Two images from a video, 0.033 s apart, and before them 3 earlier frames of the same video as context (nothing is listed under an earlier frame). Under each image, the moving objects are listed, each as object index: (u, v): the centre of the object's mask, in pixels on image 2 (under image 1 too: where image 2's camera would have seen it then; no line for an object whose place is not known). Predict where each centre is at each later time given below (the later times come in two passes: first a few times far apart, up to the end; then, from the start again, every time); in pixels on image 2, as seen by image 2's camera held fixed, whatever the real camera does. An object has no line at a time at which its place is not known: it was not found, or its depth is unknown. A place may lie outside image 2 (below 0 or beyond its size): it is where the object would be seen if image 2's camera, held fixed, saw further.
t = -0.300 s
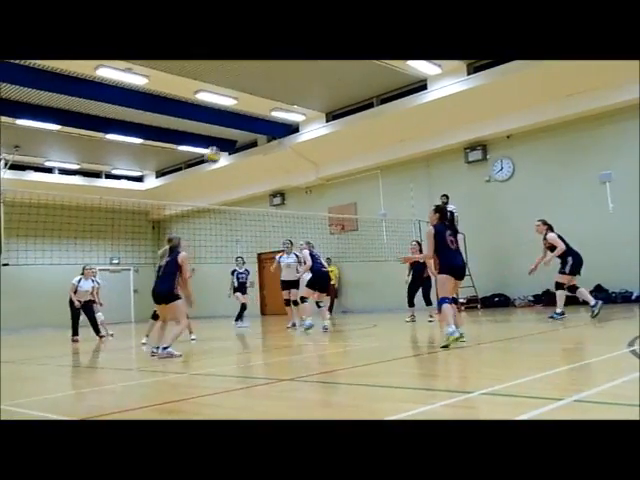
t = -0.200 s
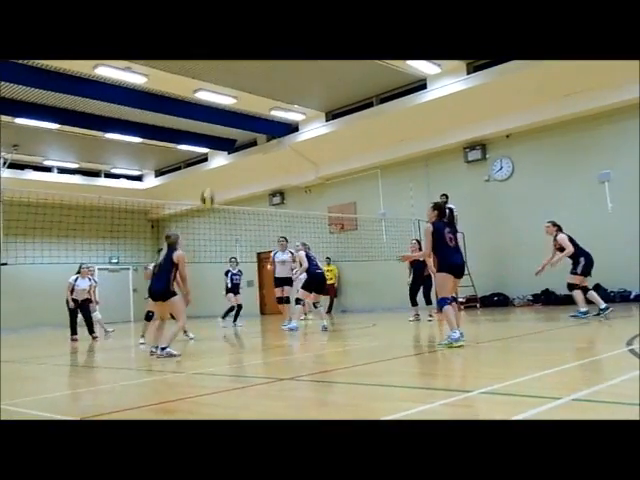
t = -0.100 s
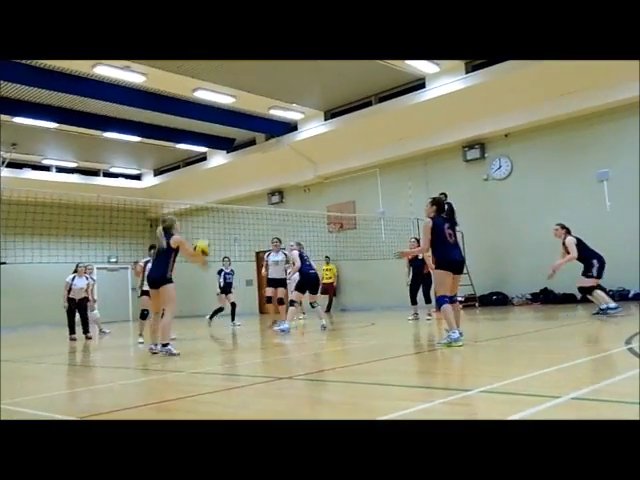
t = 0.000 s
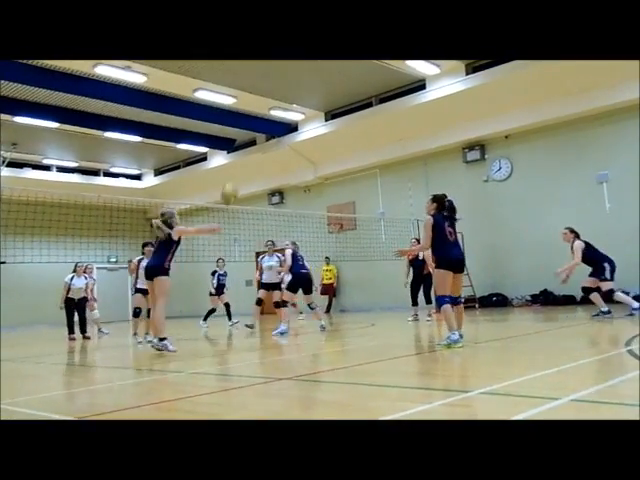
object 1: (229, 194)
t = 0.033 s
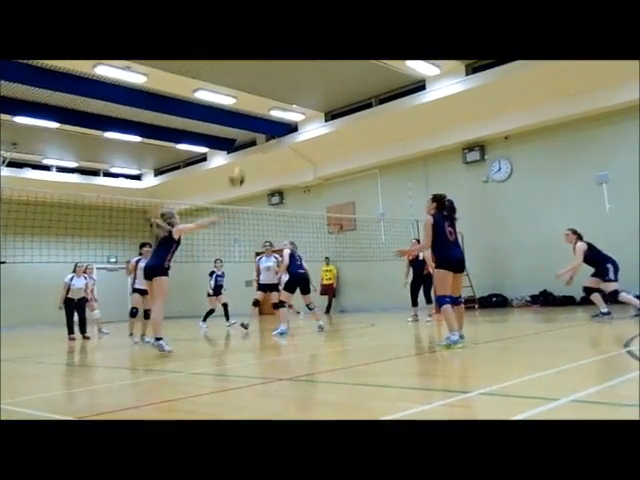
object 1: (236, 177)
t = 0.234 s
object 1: (283, 103)
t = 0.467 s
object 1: (331, 66)
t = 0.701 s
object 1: (374, 67)
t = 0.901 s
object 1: (407, 94)
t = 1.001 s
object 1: (423, 115)
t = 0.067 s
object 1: (243, 163)
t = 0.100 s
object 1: (253, 147)
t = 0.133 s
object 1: (262, 134)
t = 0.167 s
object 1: (269, 124)
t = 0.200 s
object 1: (274, 114)
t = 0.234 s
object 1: (283, 103)
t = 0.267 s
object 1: (291, 96)
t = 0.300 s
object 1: (297, 88)
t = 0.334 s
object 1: (304, 82)
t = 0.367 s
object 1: (311, 77)
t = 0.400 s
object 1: (317, 72)
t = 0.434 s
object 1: (324, 68)
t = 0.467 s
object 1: (331, 66)
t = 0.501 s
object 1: (336, 63)
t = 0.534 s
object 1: (342, 63)
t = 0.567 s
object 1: (349, 62)
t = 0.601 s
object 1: (355, 63)
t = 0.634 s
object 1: (361, 63)
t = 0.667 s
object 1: (369, 66)
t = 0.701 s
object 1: (374, 67)
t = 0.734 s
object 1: (380, 71)
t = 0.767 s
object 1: (385, 74)
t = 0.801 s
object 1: (391, 78)
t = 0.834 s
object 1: (396, 83)
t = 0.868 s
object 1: (403, 88)
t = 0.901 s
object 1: (407, 94)
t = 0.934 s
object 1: (412, 100)
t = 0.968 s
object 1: (419, 109)
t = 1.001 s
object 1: (423, 115)
